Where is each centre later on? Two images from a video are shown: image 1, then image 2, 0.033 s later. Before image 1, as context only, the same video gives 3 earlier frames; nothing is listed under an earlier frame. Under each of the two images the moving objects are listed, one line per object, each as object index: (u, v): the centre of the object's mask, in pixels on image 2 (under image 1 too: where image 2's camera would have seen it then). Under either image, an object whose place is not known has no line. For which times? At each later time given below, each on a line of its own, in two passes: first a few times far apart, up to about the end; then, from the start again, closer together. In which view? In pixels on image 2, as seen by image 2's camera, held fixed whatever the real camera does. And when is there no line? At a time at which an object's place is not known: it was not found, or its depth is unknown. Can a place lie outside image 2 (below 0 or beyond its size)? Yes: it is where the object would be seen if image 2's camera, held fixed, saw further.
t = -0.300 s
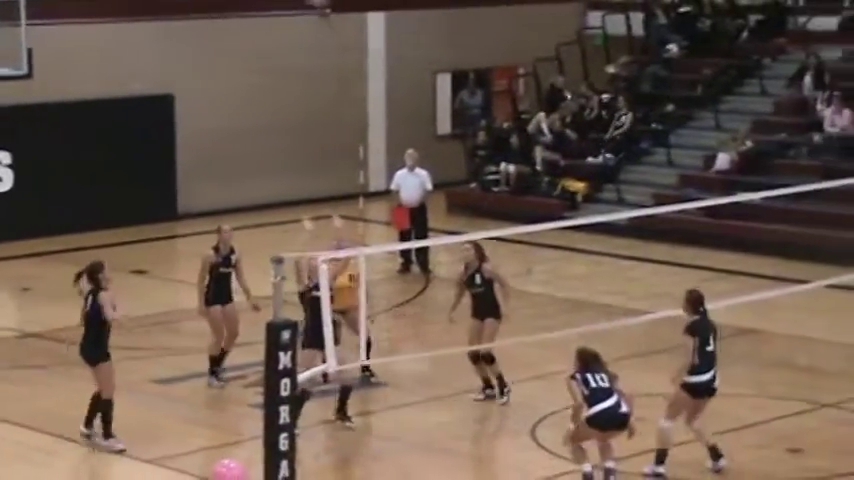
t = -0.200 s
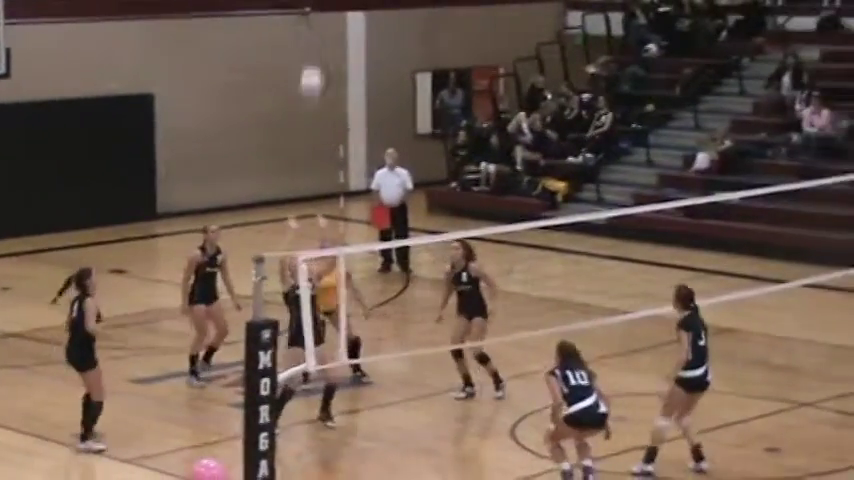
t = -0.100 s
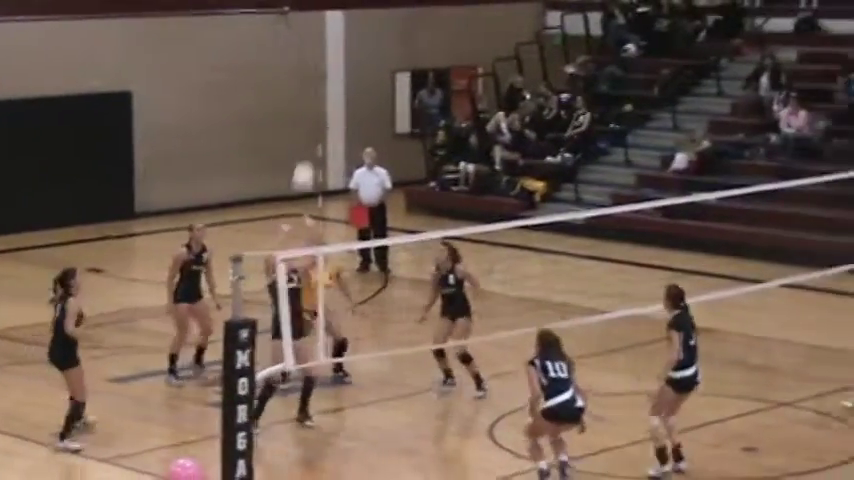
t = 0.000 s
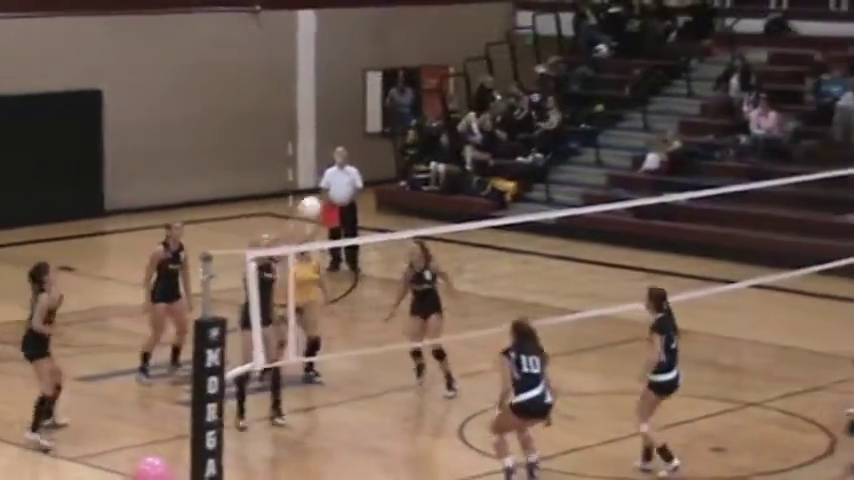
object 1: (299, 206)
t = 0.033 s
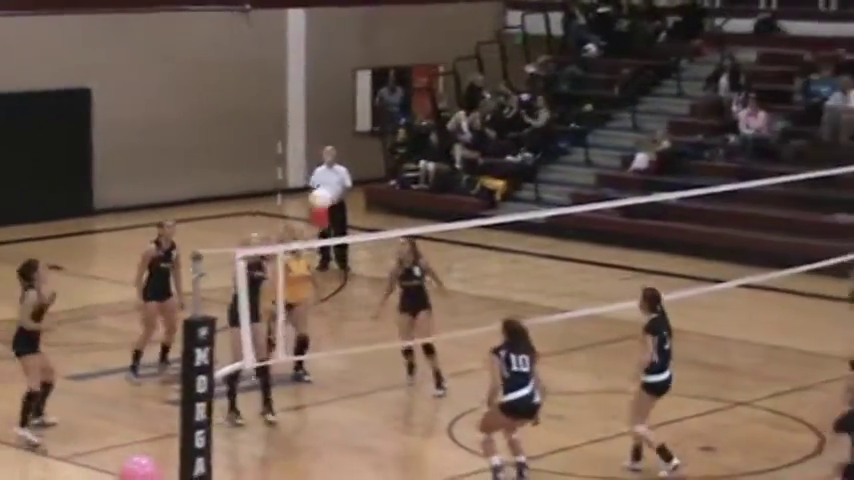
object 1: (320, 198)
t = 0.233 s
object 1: (451, 175)
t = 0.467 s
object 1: (608, 198)
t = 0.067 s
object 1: (343, 192)
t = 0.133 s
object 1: (385, 182)
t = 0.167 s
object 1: (406, 179)
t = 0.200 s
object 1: (428, 176)
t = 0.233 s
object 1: (451, 175)
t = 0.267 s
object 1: (473, 175)
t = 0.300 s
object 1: (495, 176)
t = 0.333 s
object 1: (518, 178)
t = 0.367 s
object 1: (541, 181)
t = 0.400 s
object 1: (564, 186)
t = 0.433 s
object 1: (586, 191)
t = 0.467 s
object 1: (608, 198)
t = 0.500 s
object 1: (631, 206)
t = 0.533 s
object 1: (656, 216)
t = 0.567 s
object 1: (679, 227)
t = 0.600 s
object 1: (703, 240)
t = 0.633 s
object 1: (727, 253)
